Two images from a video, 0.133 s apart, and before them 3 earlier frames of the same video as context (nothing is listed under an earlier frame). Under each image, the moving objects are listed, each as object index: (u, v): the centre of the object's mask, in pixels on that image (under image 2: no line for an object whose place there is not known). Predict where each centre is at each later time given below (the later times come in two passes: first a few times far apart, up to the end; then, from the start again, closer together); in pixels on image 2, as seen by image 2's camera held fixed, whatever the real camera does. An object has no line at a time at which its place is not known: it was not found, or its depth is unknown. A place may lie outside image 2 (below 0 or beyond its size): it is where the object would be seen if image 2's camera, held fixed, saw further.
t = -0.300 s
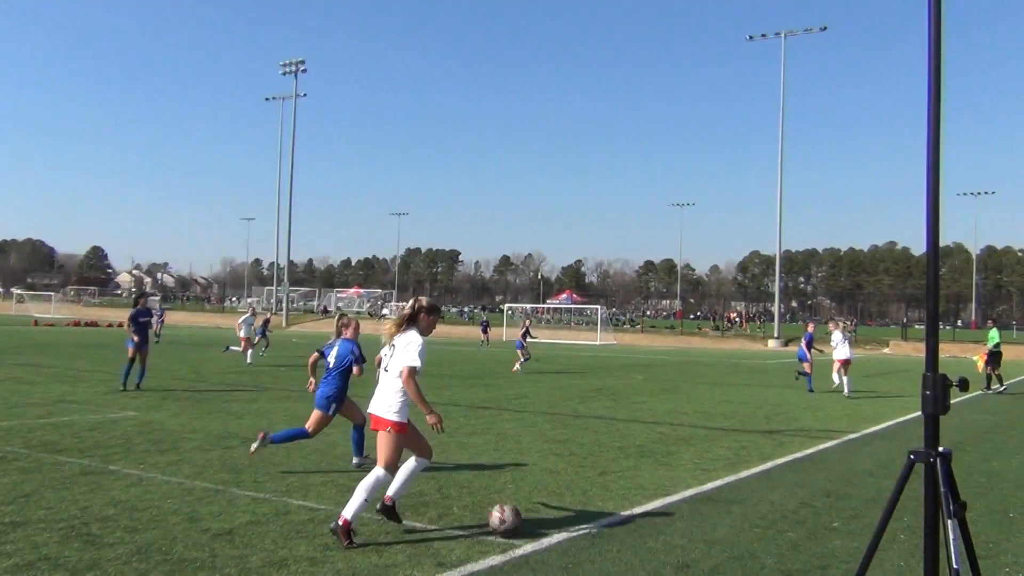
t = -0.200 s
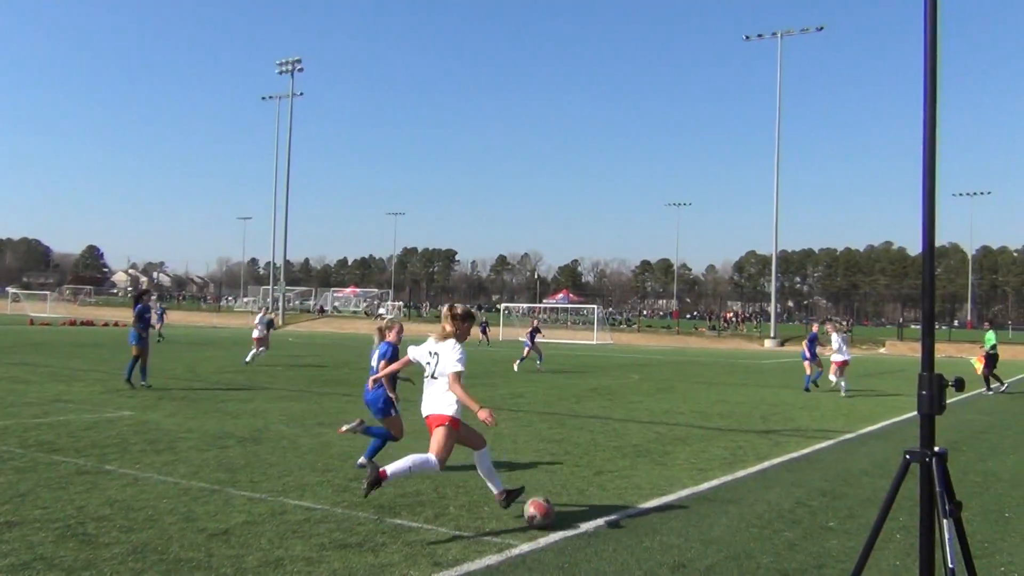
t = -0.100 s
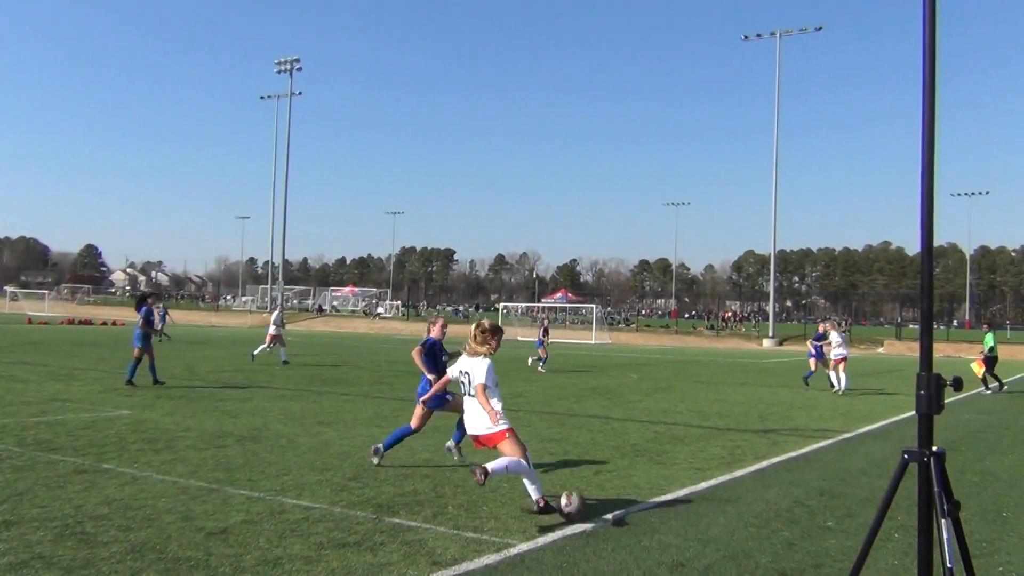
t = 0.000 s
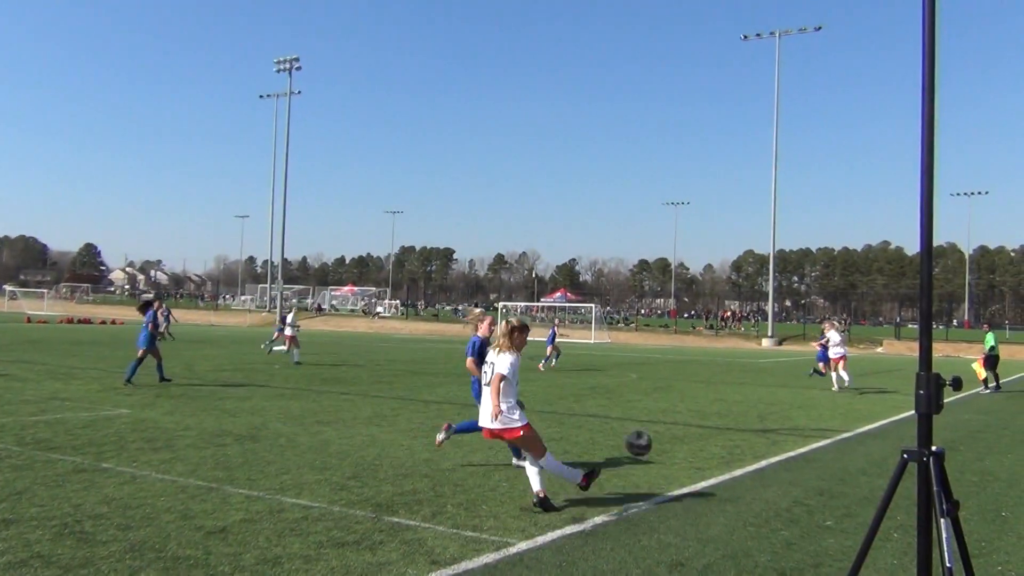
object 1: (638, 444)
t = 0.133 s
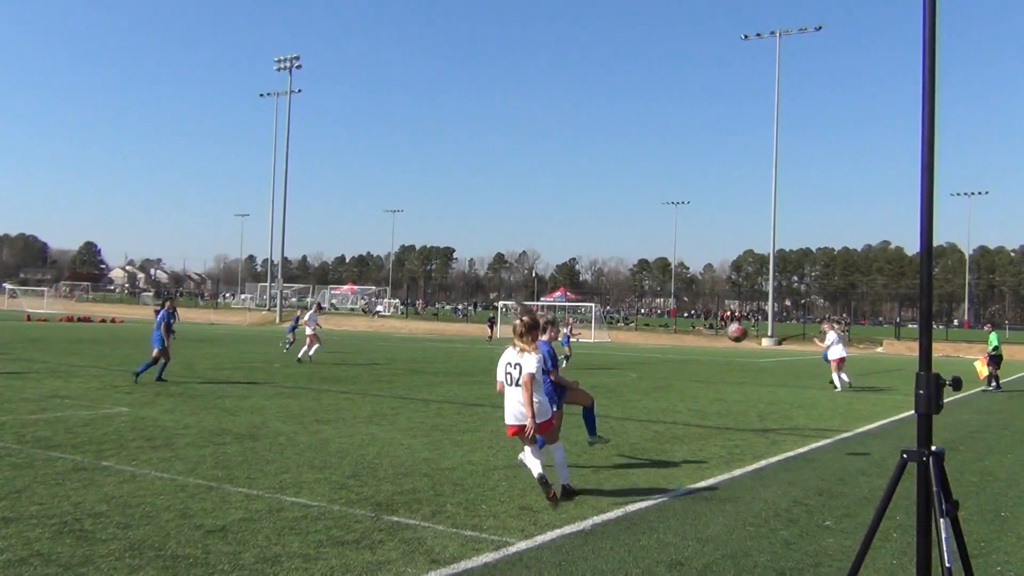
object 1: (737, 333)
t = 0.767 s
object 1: (882, 210)
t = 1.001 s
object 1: (895, 218)
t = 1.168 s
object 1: (900, 231)
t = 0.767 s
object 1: (882, 210)
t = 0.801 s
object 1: (884, 210)
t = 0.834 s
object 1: (887, 210)
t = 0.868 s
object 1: (889, 211)
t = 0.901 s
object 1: (891, 212)
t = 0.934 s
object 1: (892, 214)
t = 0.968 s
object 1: (894, 216)
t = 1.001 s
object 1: (895, 218)
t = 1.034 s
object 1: (896, 220)
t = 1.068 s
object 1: (897, 222)
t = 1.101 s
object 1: (898, 226)
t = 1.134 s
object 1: (899, 228)
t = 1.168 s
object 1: (900, 231)
